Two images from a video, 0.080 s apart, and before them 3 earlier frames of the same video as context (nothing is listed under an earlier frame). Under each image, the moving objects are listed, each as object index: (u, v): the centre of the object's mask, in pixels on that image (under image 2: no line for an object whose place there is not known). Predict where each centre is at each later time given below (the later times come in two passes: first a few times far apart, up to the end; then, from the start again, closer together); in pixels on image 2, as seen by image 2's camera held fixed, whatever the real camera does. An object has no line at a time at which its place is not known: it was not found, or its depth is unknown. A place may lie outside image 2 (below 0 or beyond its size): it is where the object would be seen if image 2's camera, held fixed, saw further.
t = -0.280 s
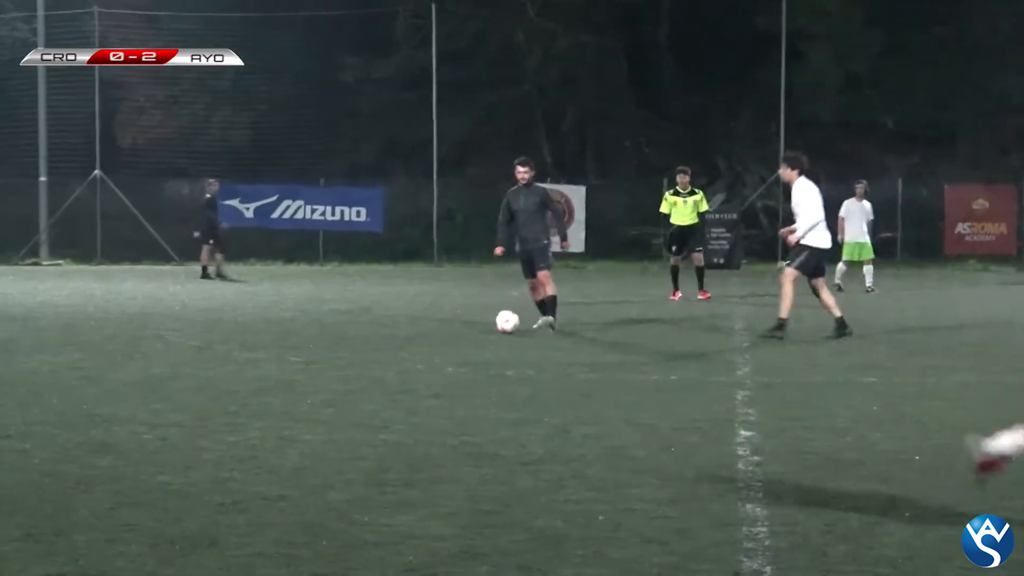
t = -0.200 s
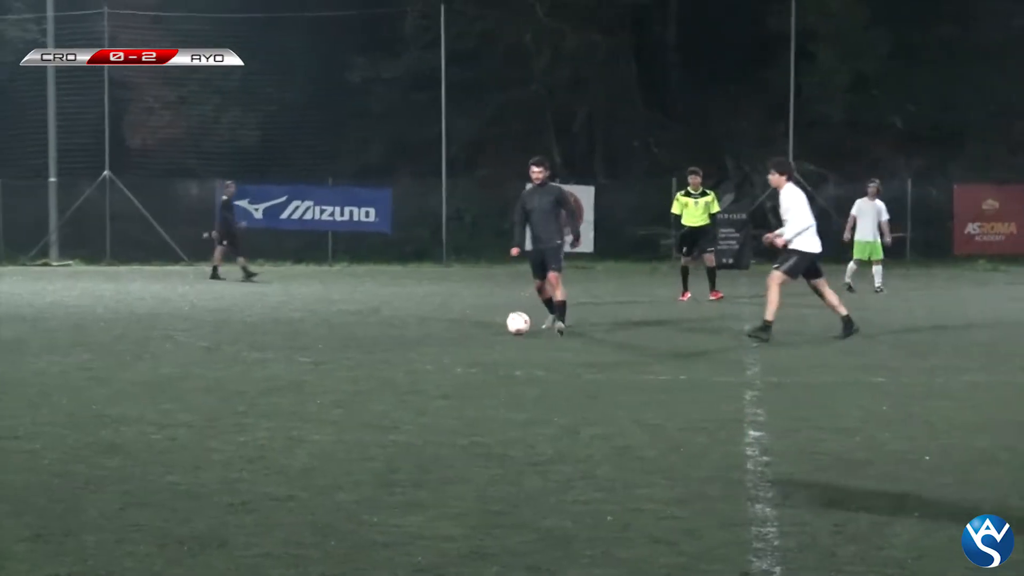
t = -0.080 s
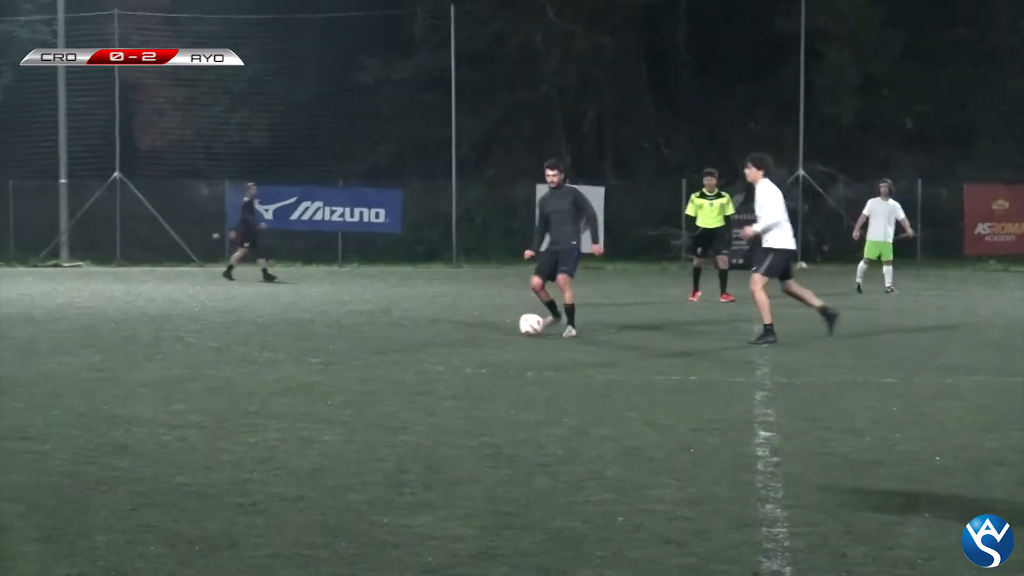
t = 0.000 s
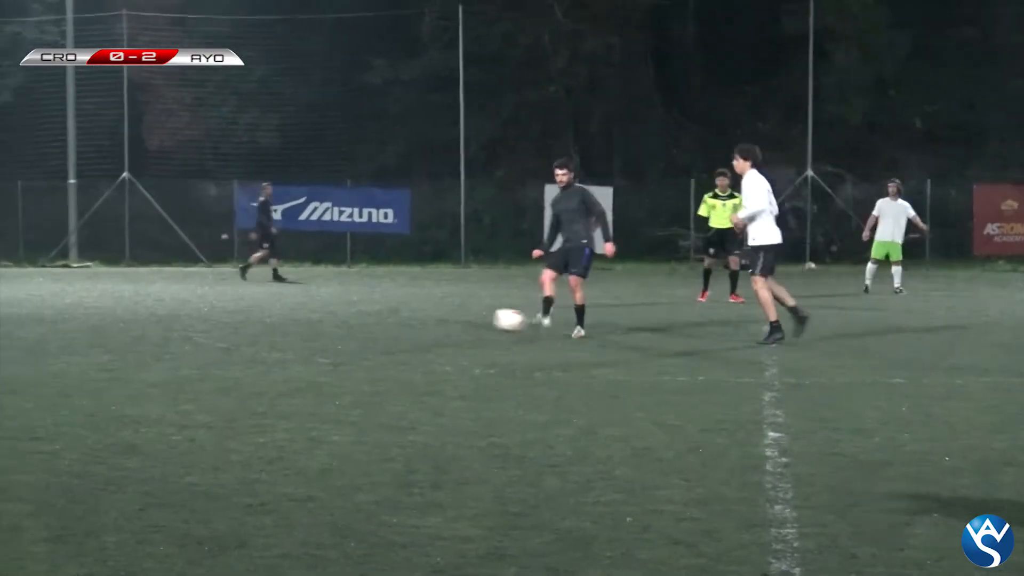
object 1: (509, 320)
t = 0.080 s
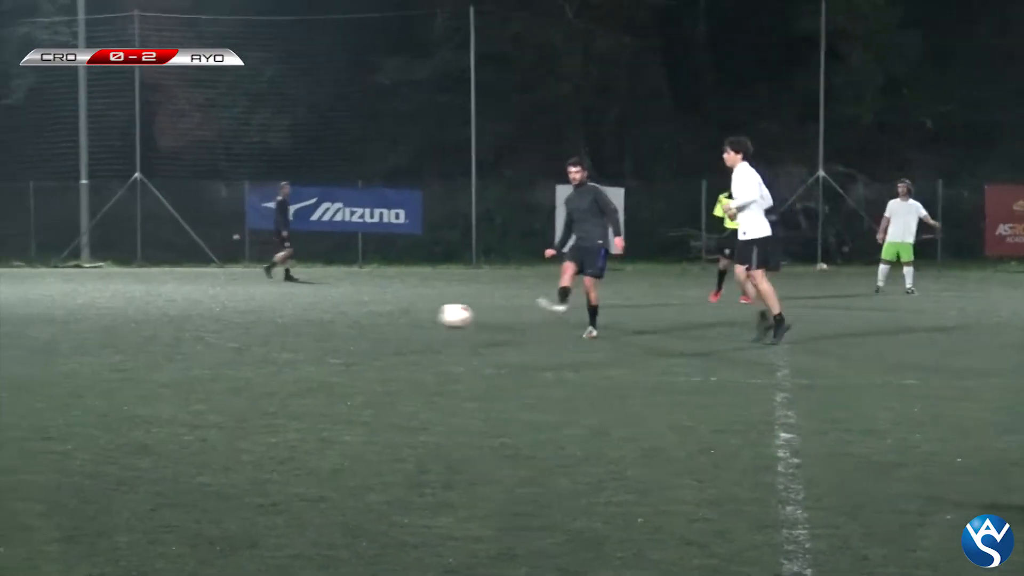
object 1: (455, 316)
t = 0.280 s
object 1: (270, 340)
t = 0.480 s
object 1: (56, 358)
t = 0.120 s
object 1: (421, 316)
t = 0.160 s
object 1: (386, 318)
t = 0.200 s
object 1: (349, 322)
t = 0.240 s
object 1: (310, 330)
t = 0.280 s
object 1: (270, 340)
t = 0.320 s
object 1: (227, 352)
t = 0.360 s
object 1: (185, 363)
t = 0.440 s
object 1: (100, 358)
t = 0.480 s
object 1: (56, 358)
